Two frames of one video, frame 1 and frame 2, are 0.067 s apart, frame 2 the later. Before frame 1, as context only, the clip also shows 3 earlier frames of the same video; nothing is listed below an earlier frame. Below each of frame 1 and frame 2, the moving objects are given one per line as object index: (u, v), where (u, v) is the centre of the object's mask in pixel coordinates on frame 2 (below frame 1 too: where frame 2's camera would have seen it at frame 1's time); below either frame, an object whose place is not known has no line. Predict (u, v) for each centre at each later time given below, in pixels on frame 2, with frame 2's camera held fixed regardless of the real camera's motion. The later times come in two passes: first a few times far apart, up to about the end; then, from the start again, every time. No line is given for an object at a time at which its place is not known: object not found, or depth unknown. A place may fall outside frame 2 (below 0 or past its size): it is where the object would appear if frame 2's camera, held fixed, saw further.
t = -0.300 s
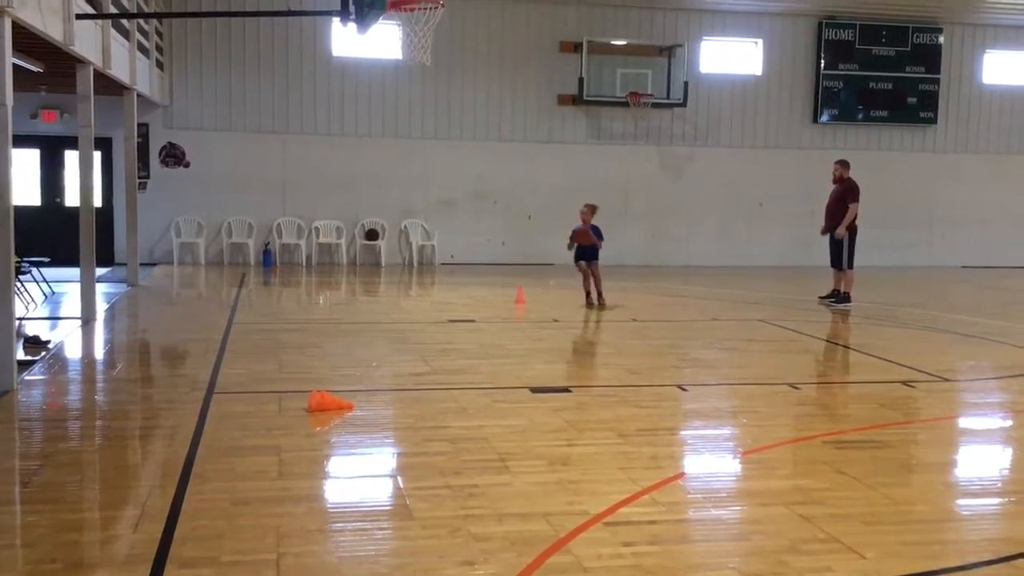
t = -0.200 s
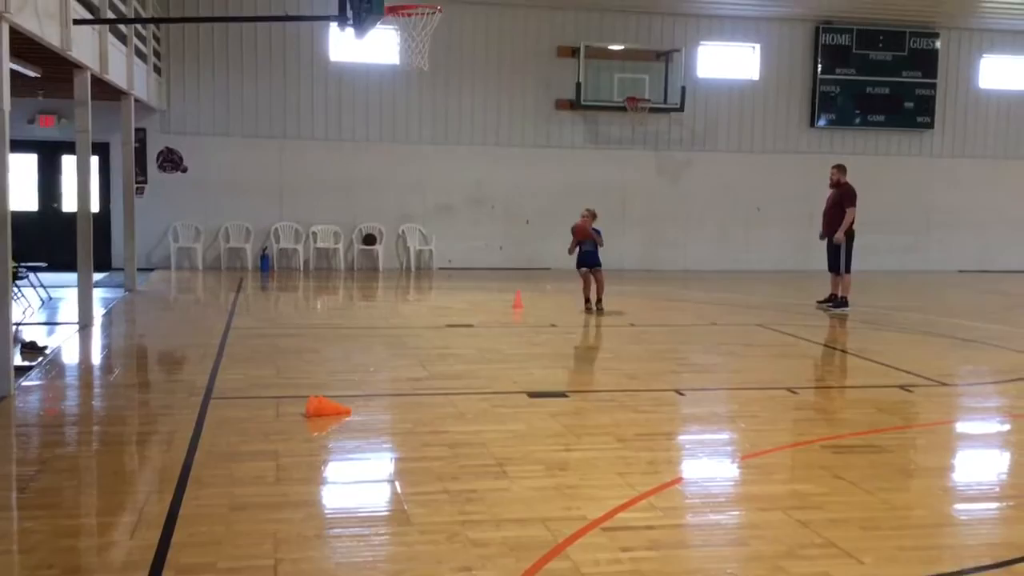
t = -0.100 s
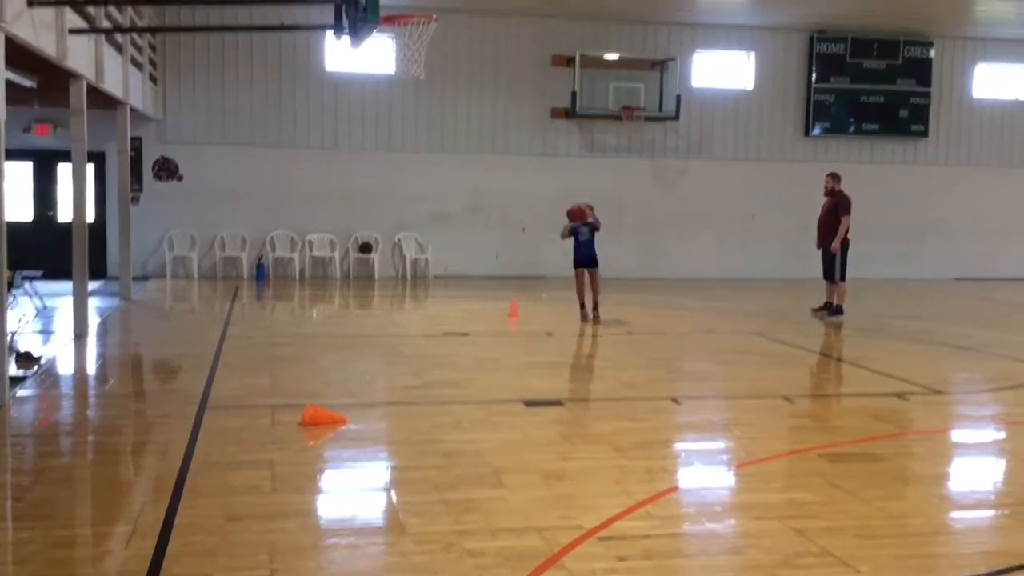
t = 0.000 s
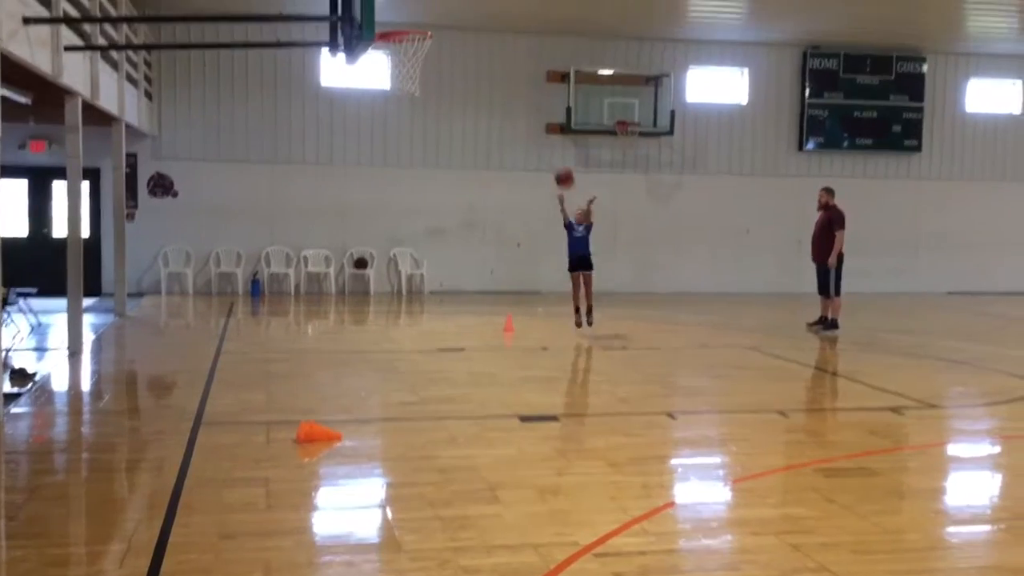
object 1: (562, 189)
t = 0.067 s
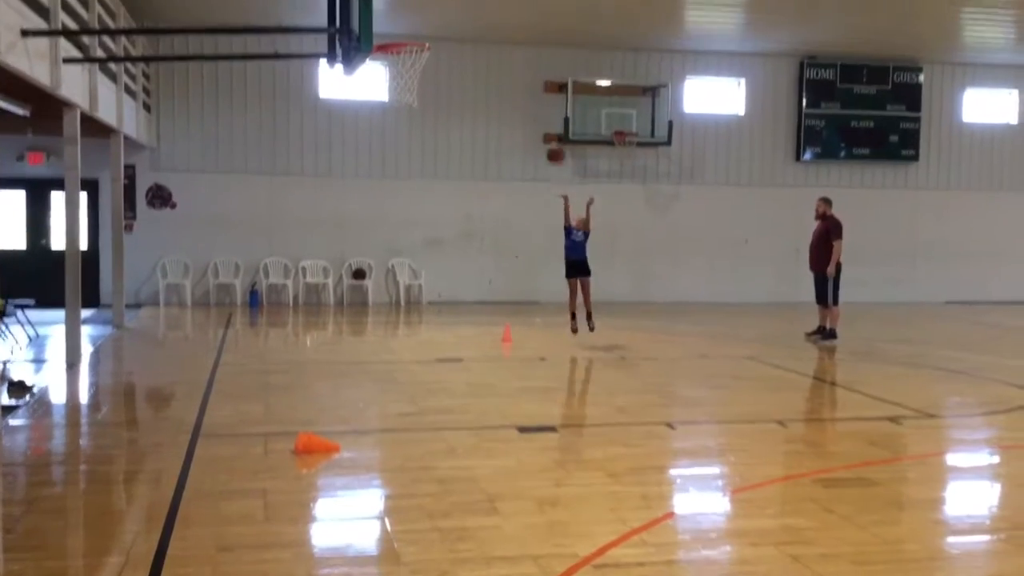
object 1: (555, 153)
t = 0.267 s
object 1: (534, 65)
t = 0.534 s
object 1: (501, -6)
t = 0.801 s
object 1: (463, -16)
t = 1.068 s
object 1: (420, 55)
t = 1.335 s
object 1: (417, 188)
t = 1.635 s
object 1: (418, 340)
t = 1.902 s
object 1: (434, 225)
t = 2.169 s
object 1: (448, 183)
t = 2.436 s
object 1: (460, 208)
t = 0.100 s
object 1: (553, 138)
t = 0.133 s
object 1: (548, 122)
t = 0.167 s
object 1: (545, 106)
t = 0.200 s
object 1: (541, 92)
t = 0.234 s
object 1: (538, 78)
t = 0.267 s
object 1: (534, 65)
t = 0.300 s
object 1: (530, 53)
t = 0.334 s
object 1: (526, 41)
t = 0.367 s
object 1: (522, 31)
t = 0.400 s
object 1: (518, 22)
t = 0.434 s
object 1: (514, 13)
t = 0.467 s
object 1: (510, 5)
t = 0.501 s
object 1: (506, -2)
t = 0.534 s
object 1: (501, -6)
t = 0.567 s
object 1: (497, -12)
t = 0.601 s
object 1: (492, -16)
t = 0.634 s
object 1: (487, -19)
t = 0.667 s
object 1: (483, -20)
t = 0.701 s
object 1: (478, -21)
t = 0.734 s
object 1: (473, -20)
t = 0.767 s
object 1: (469, -19)
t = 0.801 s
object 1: (463, -16)
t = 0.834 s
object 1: (458, -12)
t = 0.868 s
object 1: (453, -6)
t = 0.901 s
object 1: (448, 0)
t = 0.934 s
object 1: (442, 8)
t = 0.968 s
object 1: (437, 17)
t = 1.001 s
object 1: (431, 27)
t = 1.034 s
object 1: (425, 38)
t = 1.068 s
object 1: (420, 55)
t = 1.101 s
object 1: (420, 65)
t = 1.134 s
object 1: (420, 80)
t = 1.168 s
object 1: (421, 95)
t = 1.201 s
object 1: (418, 113)
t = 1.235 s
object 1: (417, 129)
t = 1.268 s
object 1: (418, 147)
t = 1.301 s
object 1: (417, 167)
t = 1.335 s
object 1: (417, 188)
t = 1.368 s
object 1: (417, 209)
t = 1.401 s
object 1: (417, 232)
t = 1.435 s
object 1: (416, 255)
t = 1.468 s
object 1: (416, 280)
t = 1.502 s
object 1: (416, 306)
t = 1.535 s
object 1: (415, 332)
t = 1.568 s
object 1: (414, 359)
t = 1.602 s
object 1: (416, 360)
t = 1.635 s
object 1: (418, 340)
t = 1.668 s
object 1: (420, 321)
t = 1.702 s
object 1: (422, 304)
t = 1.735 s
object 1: (425, 287)
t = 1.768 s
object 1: (426, 273)
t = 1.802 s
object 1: (428, 259)
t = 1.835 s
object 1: (430, 246)
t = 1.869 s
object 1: (432, 235)
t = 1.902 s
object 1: (434, 225)
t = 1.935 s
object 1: (436, 216)
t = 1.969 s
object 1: (438, 208)
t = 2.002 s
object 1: (439, 201)
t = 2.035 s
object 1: (441, 194)
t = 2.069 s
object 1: (443, 190)
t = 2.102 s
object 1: (444, 186)
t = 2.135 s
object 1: (446, 184)
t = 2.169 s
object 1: (448, 183)
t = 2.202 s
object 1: (450, 183)
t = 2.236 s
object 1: (451, 184)
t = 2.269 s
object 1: (453, 185)
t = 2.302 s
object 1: (455, 187)
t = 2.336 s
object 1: (456, 191)
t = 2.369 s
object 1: (457, 196)
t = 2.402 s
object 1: (459, 202)
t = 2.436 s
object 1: (460, 208)
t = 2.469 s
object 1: (462, 216)
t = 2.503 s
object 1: (463, 224)
